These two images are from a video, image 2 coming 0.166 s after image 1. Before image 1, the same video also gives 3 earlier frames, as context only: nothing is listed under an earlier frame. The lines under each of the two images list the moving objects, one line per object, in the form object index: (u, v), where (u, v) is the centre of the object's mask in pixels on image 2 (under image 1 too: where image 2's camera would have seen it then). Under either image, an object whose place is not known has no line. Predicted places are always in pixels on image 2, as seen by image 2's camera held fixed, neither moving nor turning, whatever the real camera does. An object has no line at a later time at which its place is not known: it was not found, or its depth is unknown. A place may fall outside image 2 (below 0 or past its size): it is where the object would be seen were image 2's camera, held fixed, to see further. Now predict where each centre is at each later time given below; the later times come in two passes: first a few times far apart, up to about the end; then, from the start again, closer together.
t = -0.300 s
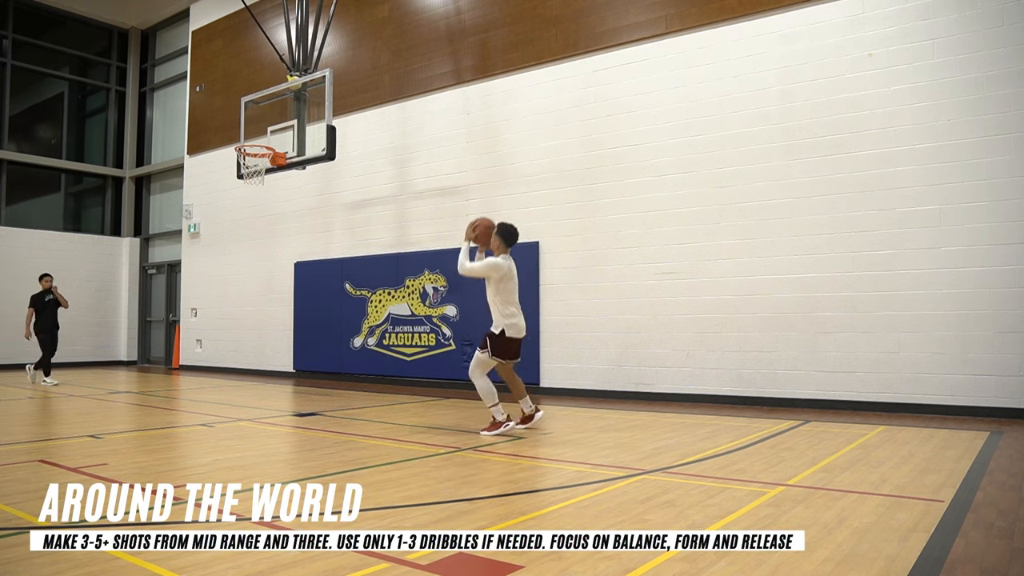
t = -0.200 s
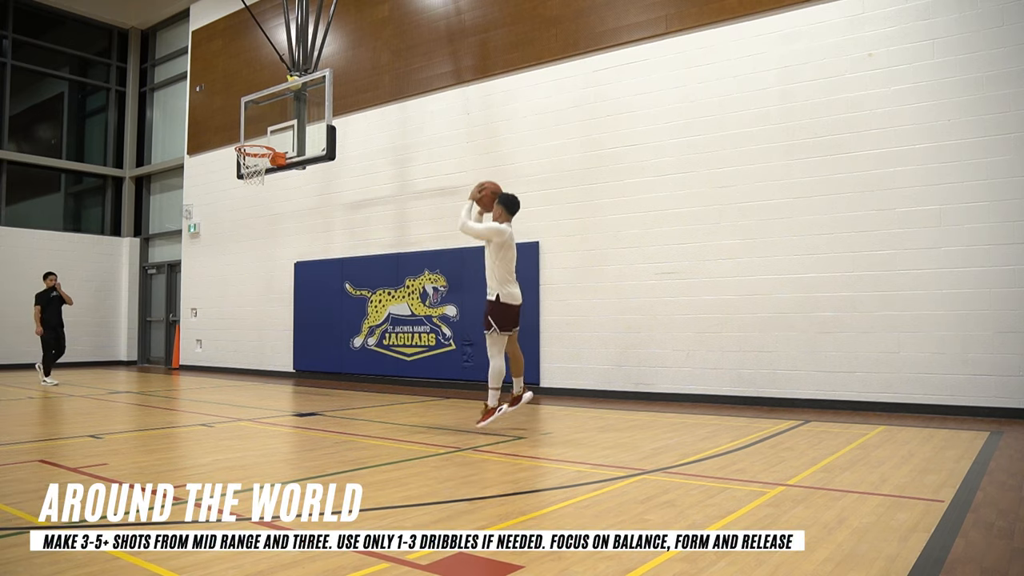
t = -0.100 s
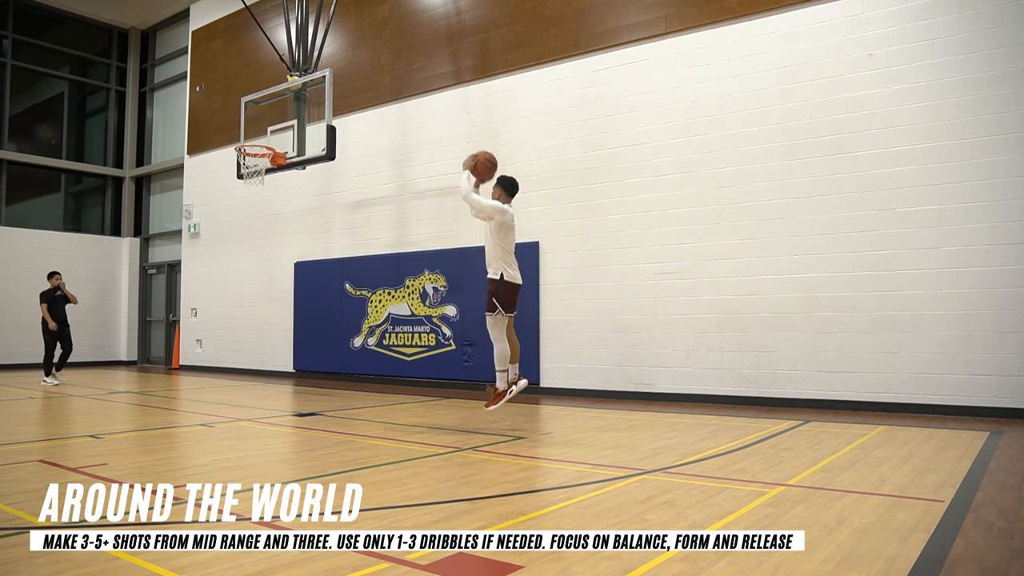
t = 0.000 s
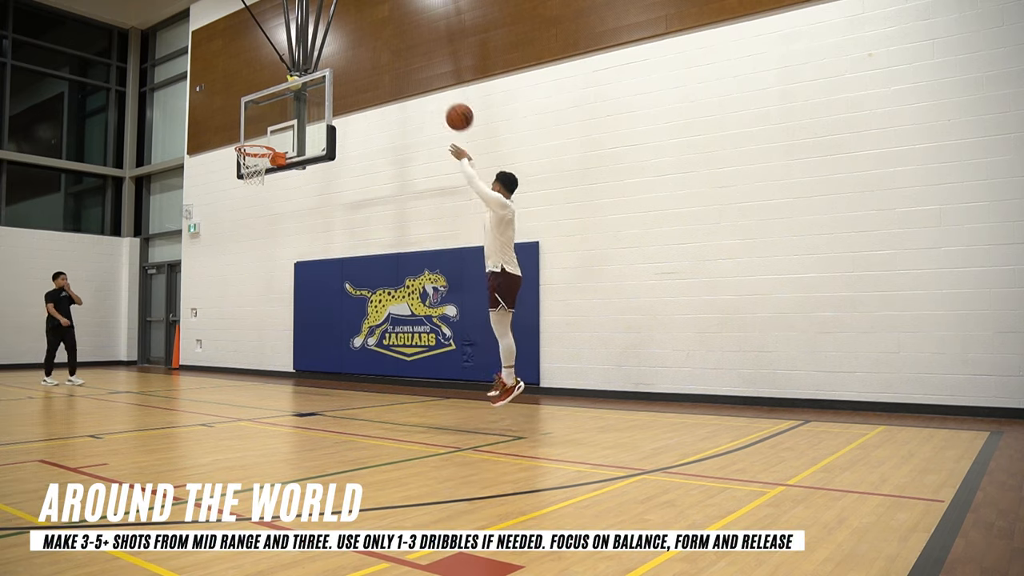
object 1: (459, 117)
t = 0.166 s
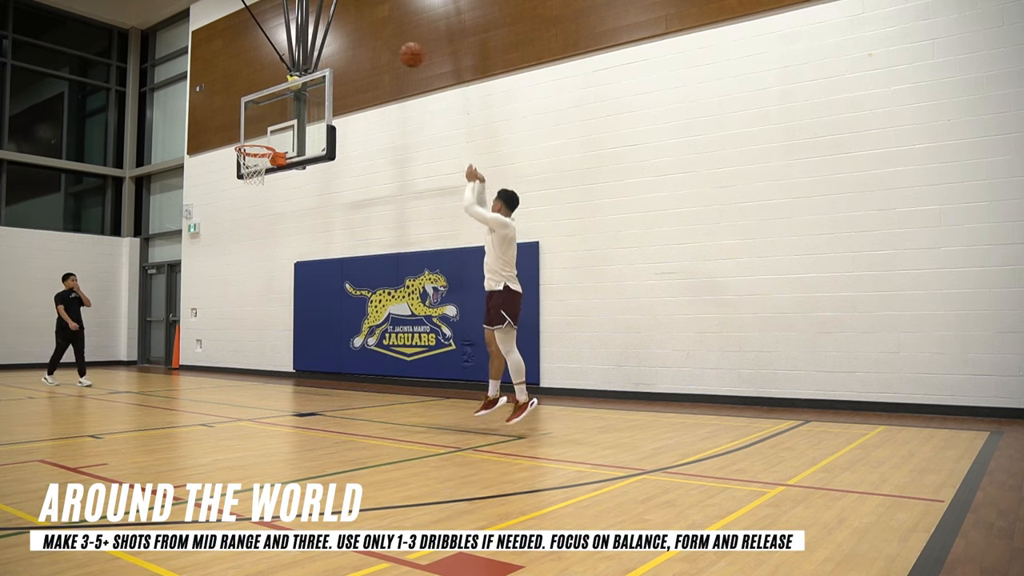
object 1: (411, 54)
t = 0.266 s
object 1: (387, 34)
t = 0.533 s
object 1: (332, 31)
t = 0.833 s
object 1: (279, 93)
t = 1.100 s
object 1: (251, 181)
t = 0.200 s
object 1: (402, 46)
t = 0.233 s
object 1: (395, 39)
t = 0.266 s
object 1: (387, 34)
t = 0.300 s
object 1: (379, 30)
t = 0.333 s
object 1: (372, 27)
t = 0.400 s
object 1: (358, 24)
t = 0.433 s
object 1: (350, 24)
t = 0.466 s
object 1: (344, 26)
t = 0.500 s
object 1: (338, 29)
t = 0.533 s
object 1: (332, 31)
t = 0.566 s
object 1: (325, 35)
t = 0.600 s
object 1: (319, 39)
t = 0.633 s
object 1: (313, 45)
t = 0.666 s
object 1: (307, 51)
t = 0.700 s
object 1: (301, 59)
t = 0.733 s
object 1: (296, 66)
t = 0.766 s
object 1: (291, 74)
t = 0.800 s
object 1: (284, 84)
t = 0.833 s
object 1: (279, 93)
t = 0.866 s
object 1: (273, 104)
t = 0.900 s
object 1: (267, 115)
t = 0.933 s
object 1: (264, 127)
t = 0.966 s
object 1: (259, 139)
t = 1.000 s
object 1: (254, 153)
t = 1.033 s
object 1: (253, 164)
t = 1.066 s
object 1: (252, 172)
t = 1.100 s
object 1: (251, 181)
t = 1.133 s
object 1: (250, 189)
